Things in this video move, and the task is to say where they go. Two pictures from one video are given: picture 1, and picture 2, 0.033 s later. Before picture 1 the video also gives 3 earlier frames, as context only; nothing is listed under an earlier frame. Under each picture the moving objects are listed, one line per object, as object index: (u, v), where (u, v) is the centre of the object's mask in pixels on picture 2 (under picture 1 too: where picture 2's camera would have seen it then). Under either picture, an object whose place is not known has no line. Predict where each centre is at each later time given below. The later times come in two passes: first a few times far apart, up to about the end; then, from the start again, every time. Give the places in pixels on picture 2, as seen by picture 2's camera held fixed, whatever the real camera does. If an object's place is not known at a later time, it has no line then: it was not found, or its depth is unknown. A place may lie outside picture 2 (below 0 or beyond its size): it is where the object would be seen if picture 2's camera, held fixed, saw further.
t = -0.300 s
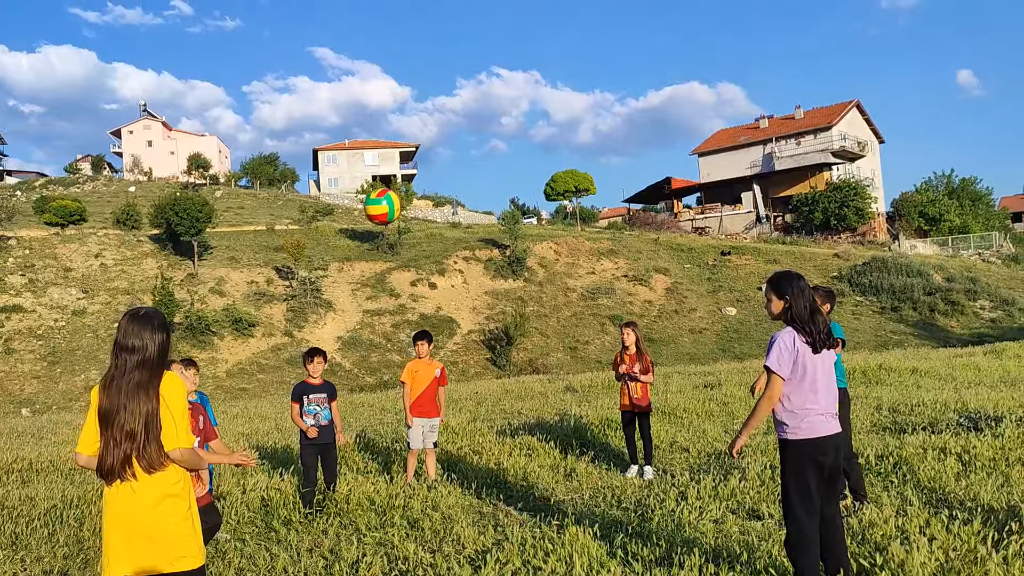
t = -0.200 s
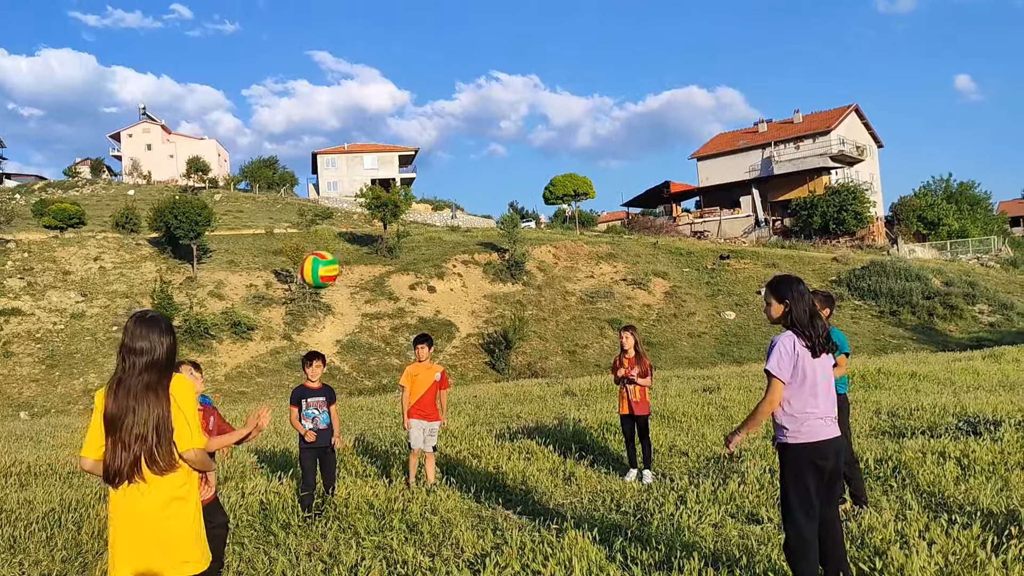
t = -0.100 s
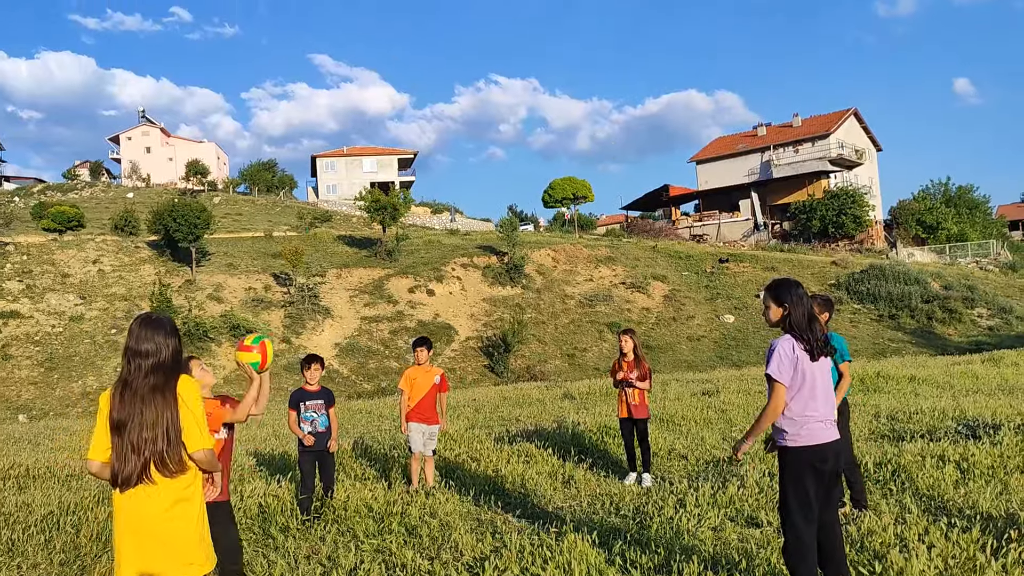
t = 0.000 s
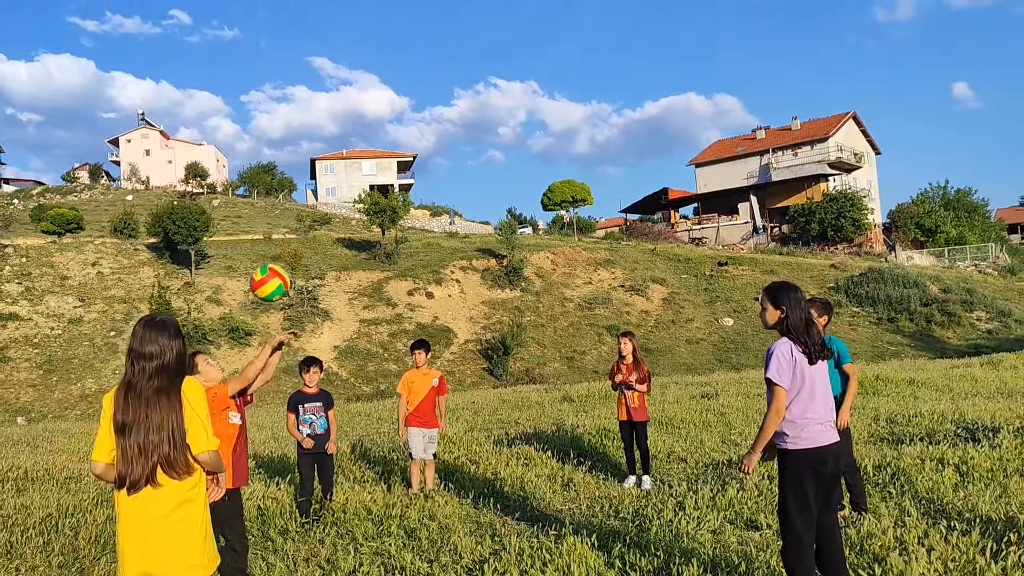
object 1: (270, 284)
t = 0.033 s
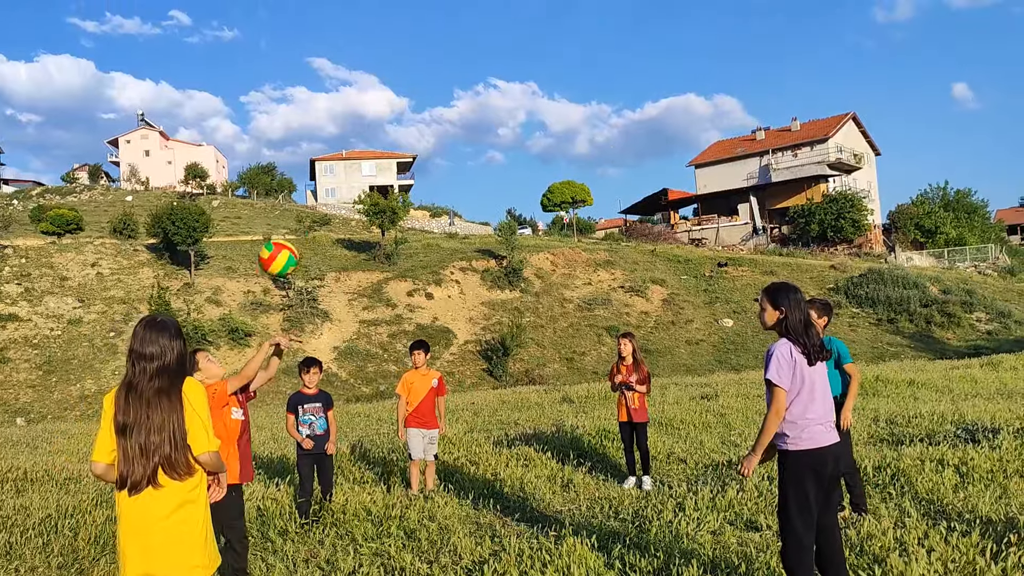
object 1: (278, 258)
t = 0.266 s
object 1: (346, 130)
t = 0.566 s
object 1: (451, 106)
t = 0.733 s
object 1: (520, 171)
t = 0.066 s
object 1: (287, 235)
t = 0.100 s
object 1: (296, 213)
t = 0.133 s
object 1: (306, 193)
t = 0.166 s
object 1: (315, 175)
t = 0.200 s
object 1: (325, 158)
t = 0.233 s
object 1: (336, 143)
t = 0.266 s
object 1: (346, 130)
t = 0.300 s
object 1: (357, 119)
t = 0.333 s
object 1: (368, 110)
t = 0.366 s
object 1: (378, 103)
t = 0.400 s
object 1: (390, 98)
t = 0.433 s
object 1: (401, 96)
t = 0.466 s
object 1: (413, 95)
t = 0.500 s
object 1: (425, 96)
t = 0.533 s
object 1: (438, 100)
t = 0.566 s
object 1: (451, 106)
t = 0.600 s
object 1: (463, 114)
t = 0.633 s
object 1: (477, 125)
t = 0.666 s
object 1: (491, 138)
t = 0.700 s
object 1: (506, 153)
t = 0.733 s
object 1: (520, 171)
